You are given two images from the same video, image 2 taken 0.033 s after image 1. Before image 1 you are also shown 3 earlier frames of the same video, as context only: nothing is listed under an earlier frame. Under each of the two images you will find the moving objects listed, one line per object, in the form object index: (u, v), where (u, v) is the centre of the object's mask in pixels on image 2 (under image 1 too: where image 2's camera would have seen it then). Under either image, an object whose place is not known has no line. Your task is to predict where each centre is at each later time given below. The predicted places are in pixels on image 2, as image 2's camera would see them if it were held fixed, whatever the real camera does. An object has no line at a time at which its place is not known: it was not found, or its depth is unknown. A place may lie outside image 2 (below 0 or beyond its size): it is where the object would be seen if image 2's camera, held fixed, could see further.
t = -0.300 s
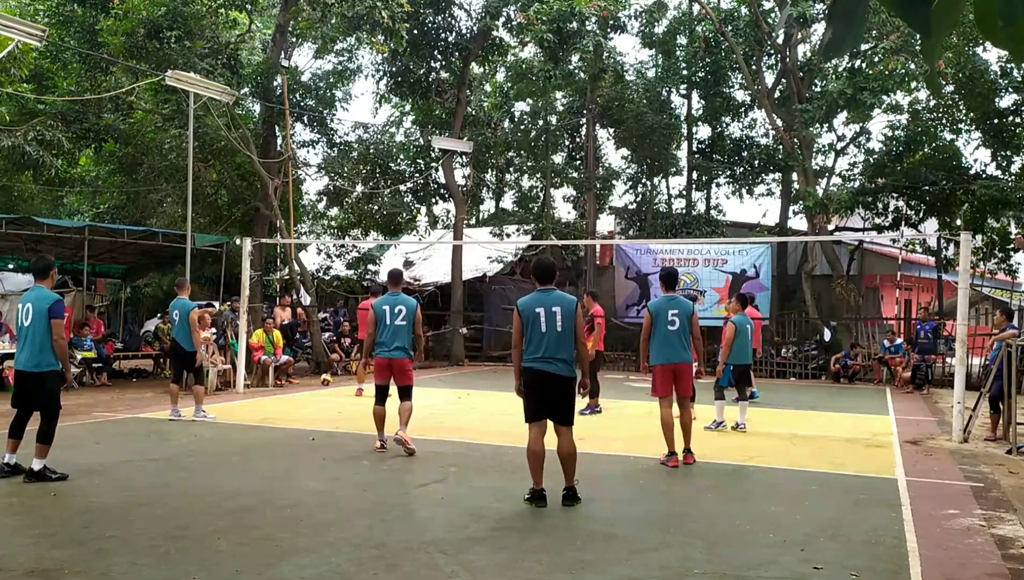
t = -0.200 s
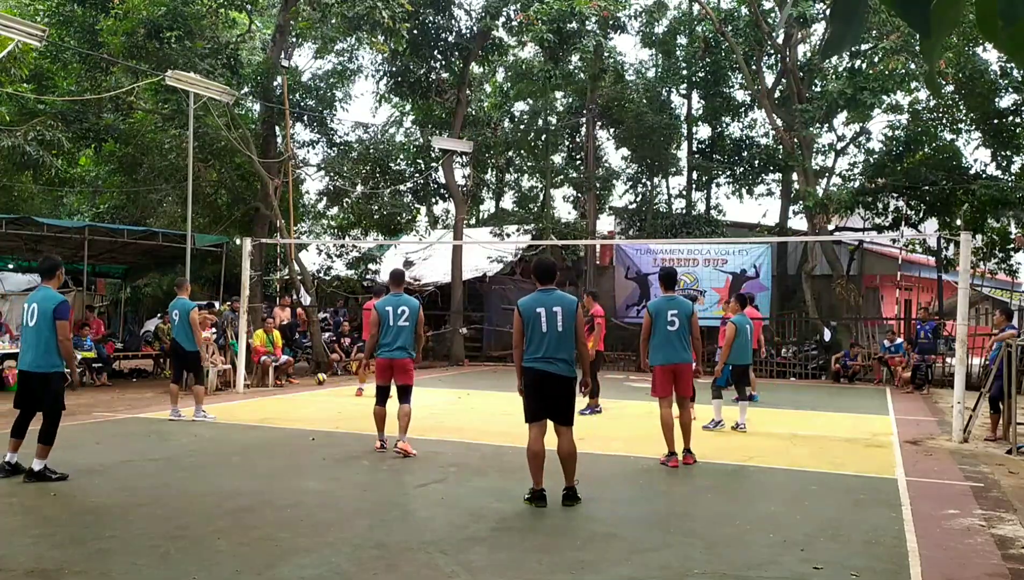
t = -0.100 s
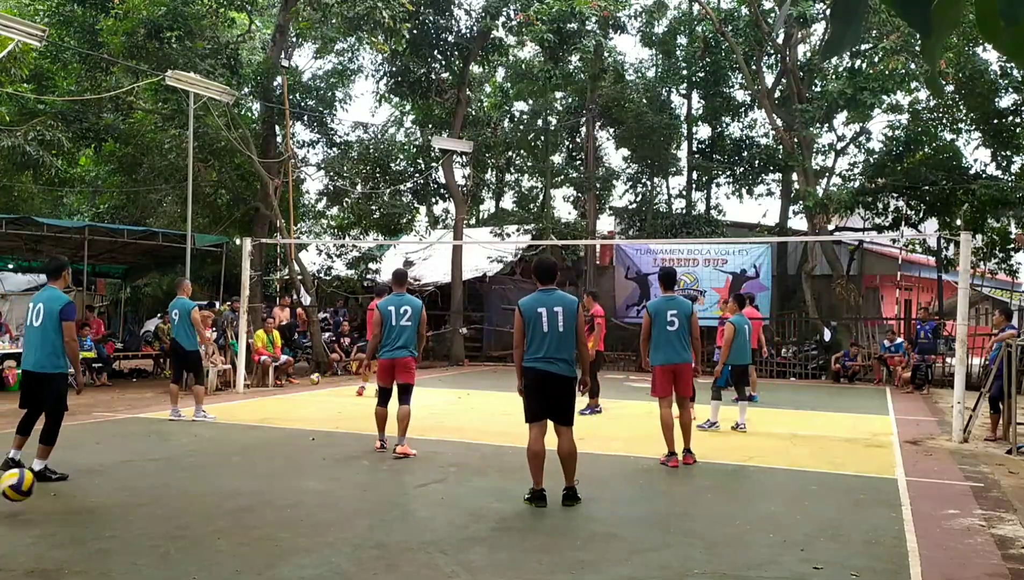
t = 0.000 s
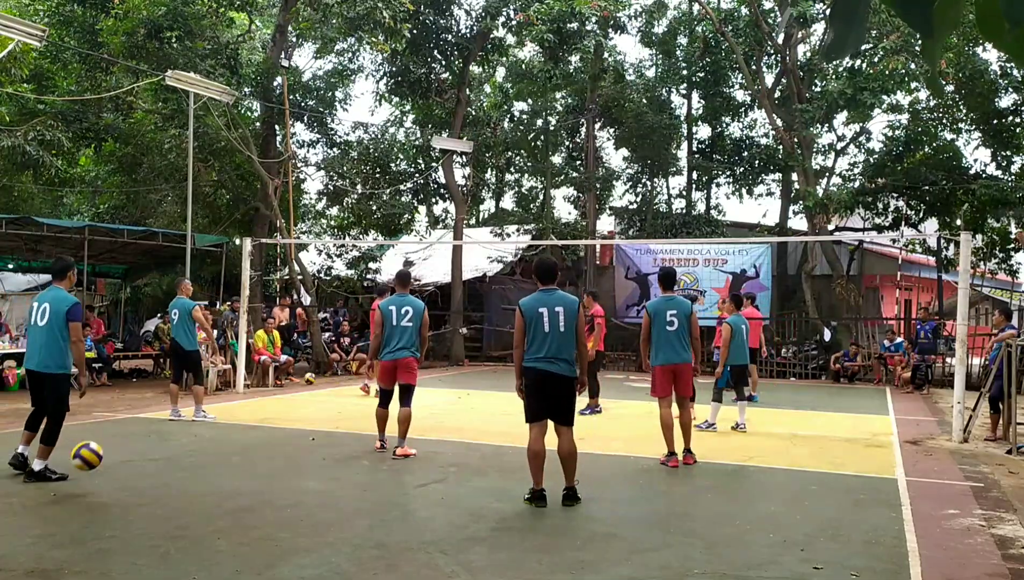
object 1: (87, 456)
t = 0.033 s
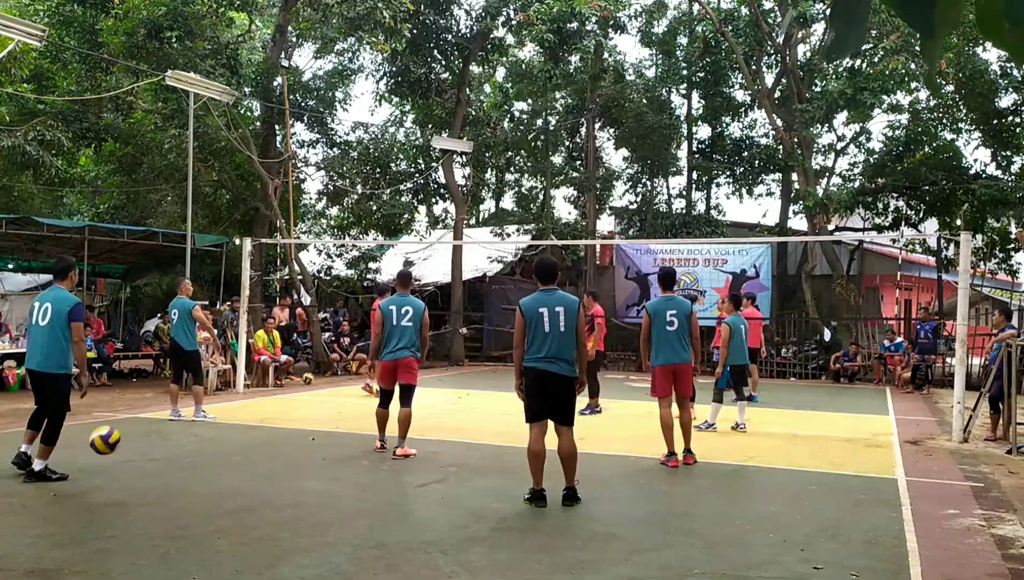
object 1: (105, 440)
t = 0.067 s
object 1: (122, 428)
